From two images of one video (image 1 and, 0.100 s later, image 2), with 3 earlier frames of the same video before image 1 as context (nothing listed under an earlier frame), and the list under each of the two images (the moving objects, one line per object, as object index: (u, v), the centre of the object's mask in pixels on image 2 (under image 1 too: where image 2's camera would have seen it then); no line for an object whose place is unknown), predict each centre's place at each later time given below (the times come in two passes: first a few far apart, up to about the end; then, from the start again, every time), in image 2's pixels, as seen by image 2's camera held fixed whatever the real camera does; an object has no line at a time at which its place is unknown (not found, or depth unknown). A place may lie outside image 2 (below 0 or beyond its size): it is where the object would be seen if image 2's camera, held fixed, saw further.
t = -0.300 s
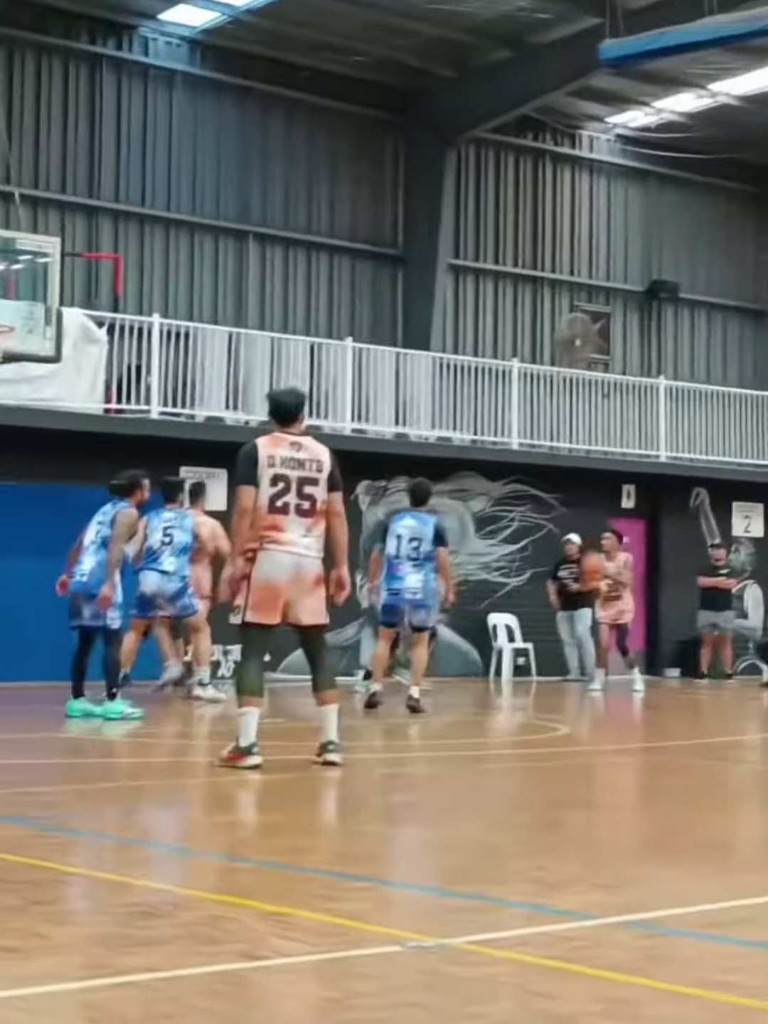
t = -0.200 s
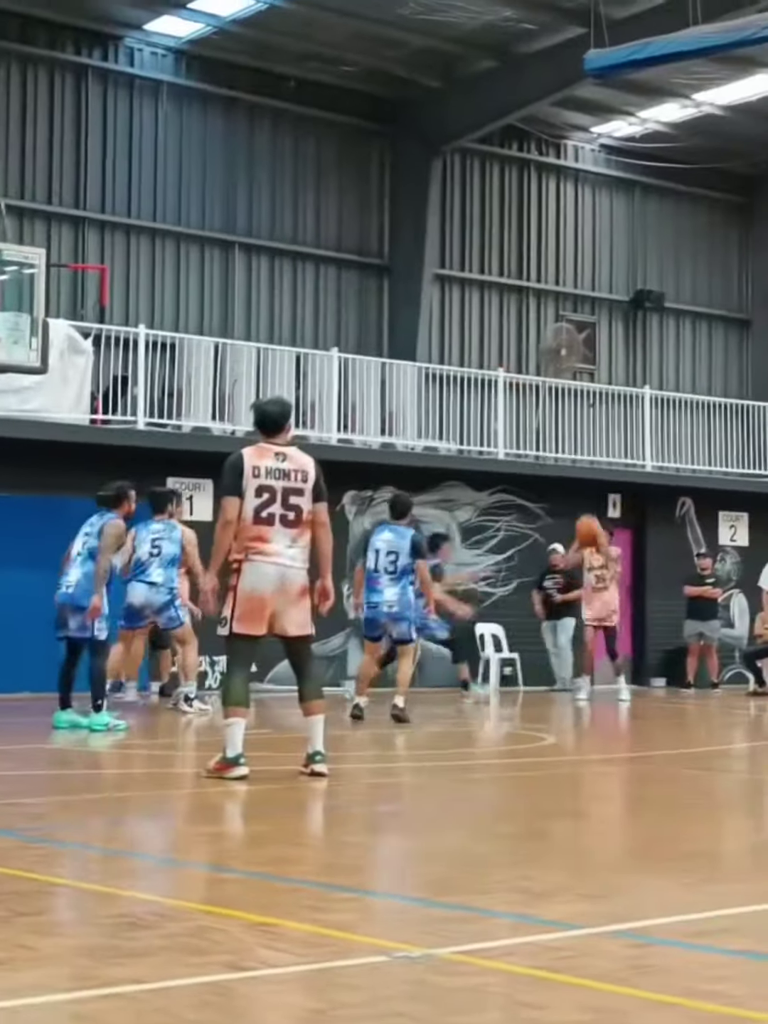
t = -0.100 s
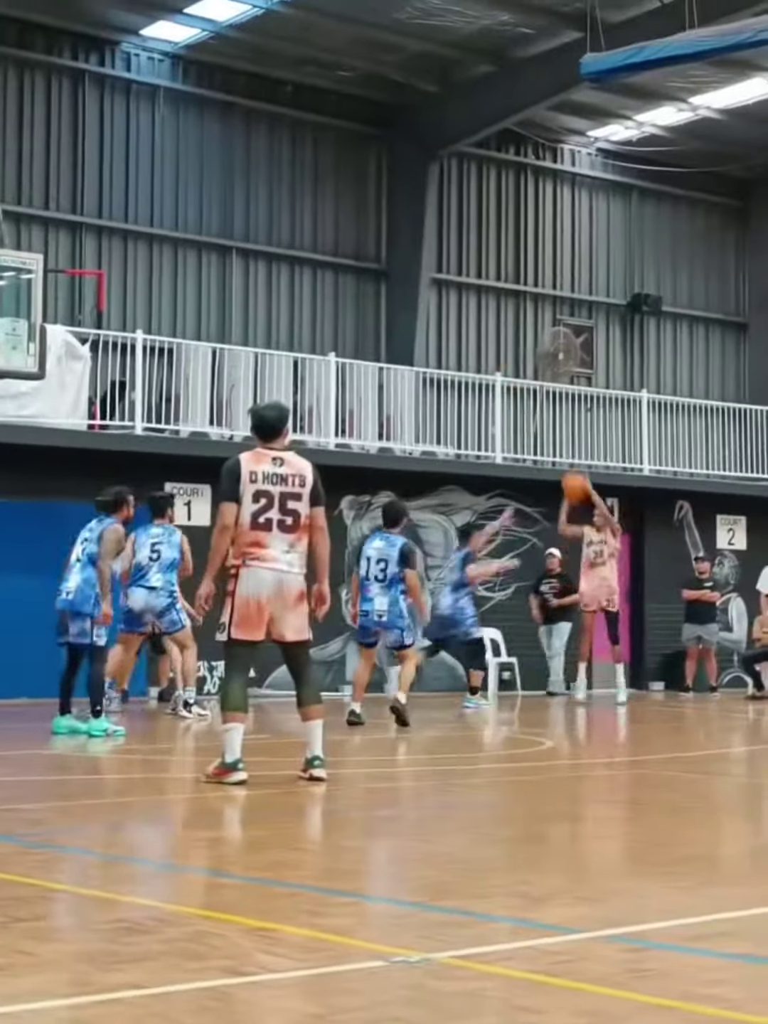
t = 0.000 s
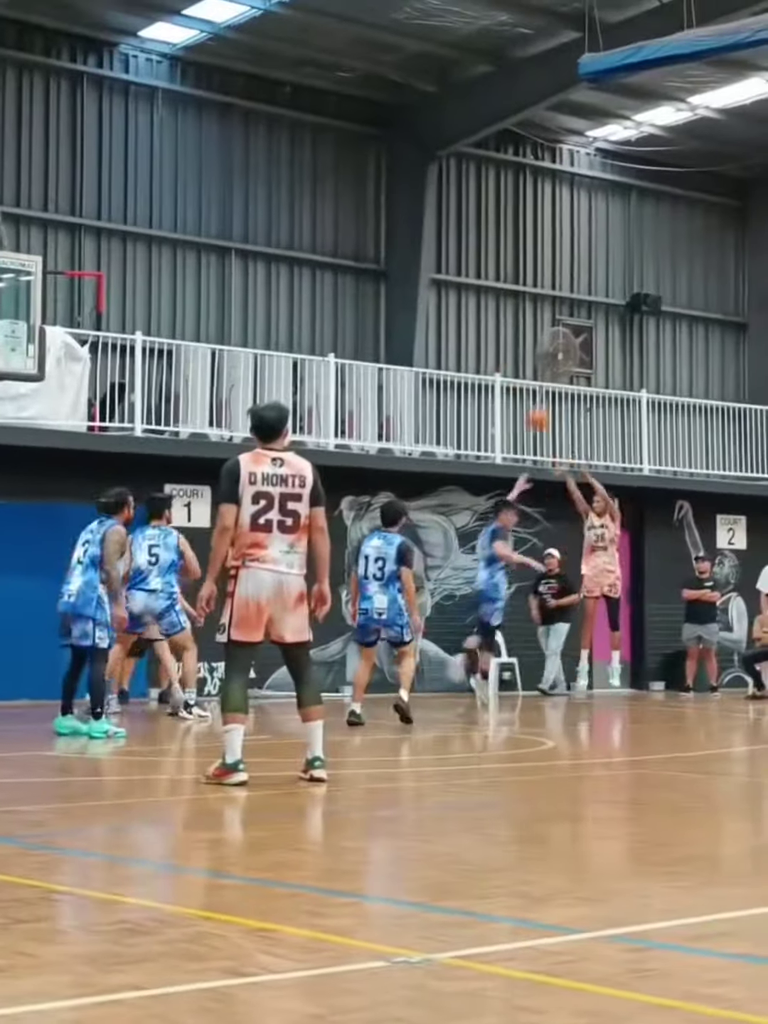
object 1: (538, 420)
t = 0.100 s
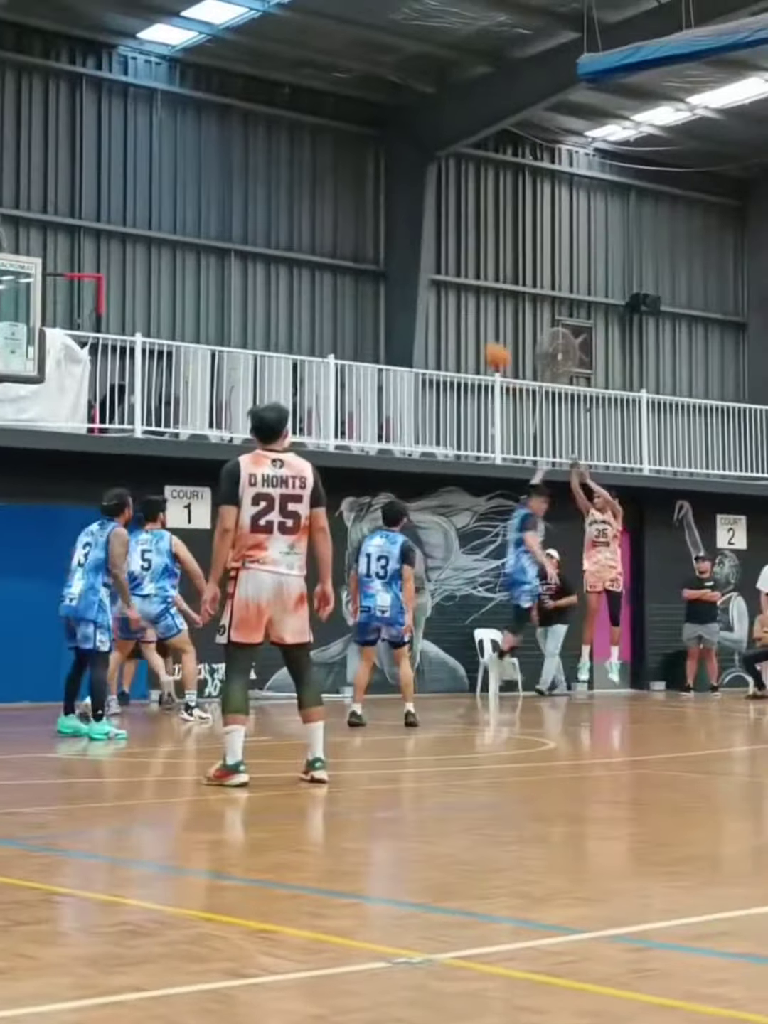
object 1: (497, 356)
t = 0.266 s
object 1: (426, 272)
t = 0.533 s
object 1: (310, 190)
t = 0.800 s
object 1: (188, 182)
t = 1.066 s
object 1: (59, 248)
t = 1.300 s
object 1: (-54, 369)
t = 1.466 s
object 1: (-53, 420)
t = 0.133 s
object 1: (484, 338)
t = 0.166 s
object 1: (468, 319)
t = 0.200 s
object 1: (454, 302)
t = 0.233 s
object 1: (440, 286)
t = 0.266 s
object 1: (426, 272)
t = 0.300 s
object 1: (411, 258)
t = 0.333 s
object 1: (397, 245)
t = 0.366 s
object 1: (383, 233)
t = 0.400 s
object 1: (369, 223)
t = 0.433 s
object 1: (354, 213)
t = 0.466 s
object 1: (340, 204)
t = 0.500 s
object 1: (325, 197)
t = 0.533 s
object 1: (310, 190)
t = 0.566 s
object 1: (296, 186)
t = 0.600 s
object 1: (282, 181)
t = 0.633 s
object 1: (266, 178)
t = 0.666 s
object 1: (251, 176)
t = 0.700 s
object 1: (236, 176)
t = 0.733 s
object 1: (221, 177)
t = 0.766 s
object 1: (205, 179)
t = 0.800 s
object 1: (188, 182)
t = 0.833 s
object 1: (173, 186)
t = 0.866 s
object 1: (157, 190)
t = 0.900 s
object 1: (141, 197)
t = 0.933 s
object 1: (125, 205)
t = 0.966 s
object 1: (109, 212)
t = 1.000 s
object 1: (93, 224)
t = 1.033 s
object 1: (76, 236)
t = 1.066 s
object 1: (59, 248)
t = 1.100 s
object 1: (44, 261)
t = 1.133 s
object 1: (24, 280)
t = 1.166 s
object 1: (7, 296)
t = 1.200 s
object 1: (-9, 312)
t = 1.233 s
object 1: (-29, 334)
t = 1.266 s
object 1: (-45, 359)
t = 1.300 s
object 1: (-54, 369)
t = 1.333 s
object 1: (-55, 376)
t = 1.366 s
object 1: (-54, 385)
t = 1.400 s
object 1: (-54, 396)
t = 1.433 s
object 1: (-54, 407)
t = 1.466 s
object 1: (-53, 420)
